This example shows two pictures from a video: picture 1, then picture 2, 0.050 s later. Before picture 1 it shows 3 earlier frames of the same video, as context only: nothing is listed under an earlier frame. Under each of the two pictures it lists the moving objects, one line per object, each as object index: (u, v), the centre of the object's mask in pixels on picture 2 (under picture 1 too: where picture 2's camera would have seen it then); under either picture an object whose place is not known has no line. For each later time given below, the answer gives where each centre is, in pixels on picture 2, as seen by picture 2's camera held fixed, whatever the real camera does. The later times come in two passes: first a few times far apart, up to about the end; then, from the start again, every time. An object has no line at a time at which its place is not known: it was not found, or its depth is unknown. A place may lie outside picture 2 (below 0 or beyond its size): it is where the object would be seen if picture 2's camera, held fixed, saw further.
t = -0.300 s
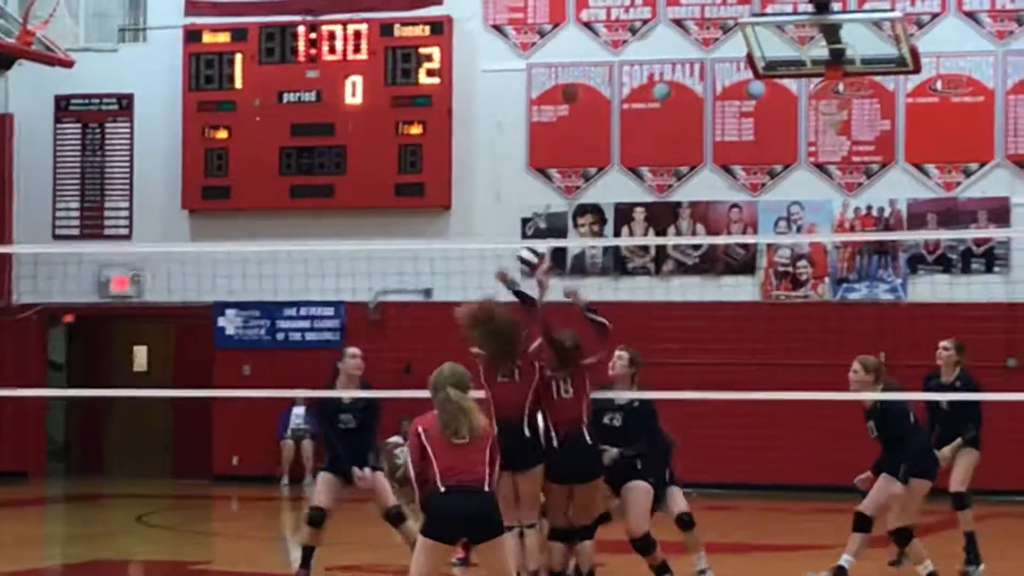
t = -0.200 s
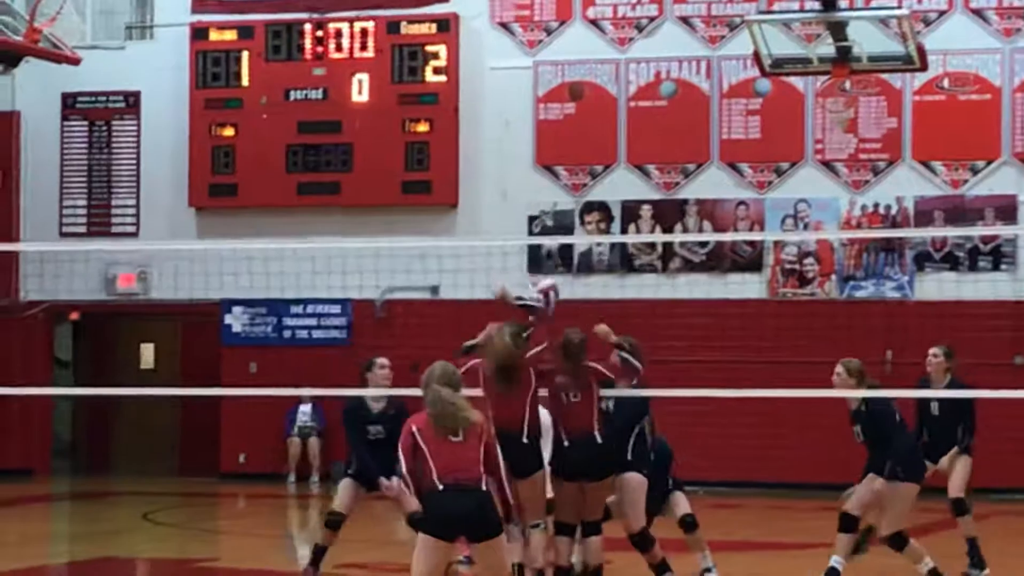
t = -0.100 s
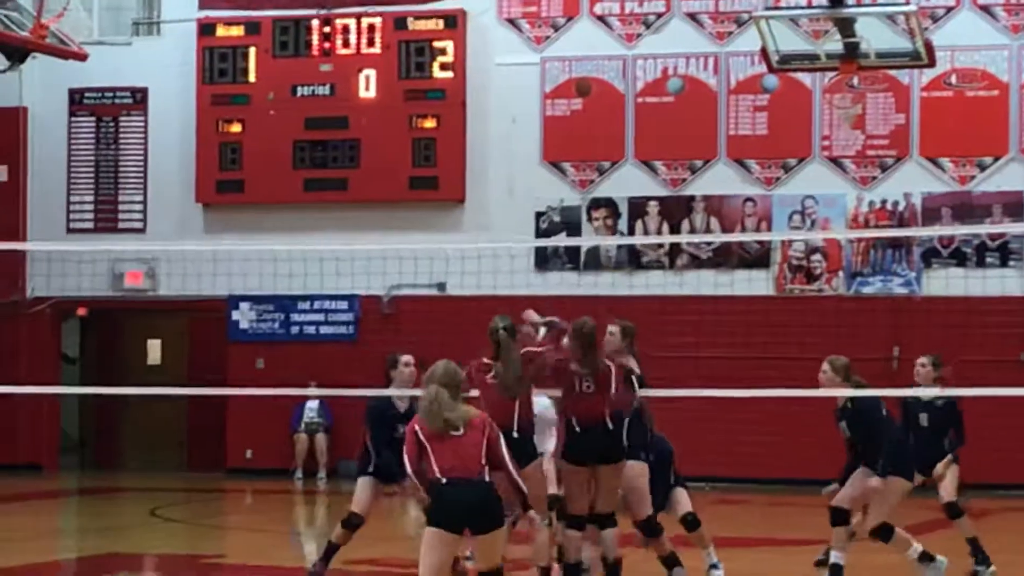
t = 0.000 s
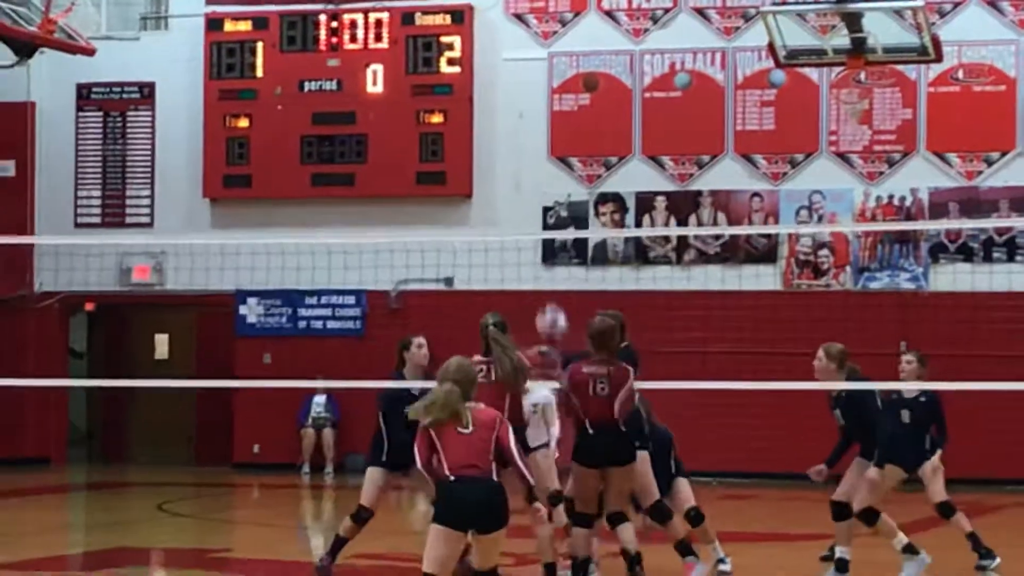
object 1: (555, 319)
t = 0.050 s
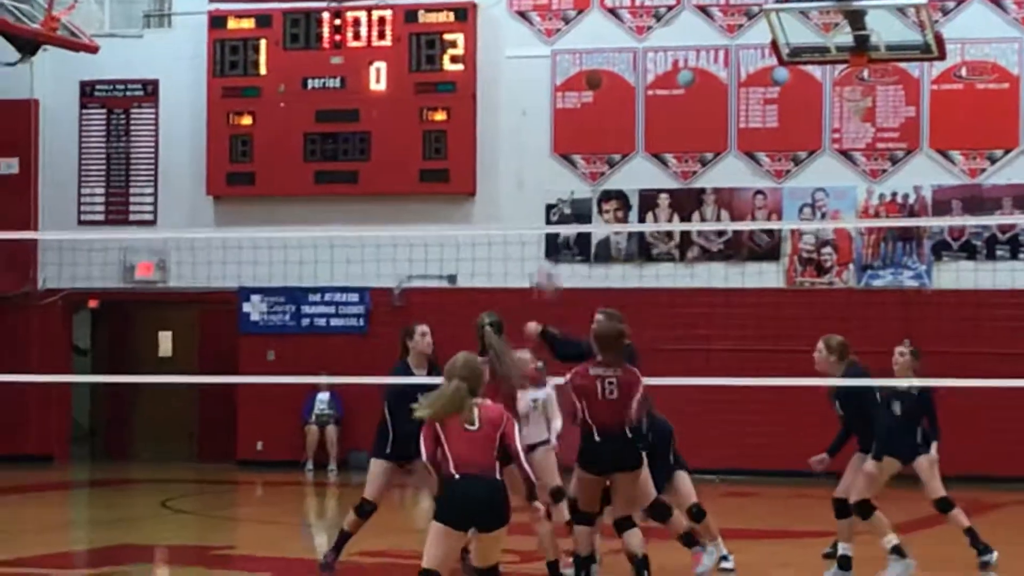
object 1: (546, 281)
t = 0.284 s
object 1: (505, 135)
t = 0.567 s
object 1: (456, 74)
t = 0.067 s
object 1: (543, 267)
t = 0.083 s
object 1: (540, 254)
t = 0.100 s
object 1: (537, 245)
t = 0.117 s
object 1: (531, 232)
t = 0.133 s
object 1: (527, 214)
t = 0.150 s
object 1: (527, 207)
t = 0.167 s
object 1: (525, 196)
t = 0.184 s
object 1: (522, 187)
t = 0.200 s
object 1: (519, 177)
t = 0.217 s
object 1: (515, 168)
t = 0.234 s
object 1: (513, 159)
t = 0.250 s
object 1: (510, 151)
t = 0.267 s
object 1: (507, 143)
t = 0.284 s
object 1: (505, 135)
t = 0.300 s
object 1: (502, 129)
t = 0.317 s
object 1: (499, 122)
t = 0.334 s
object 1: (496, 117)
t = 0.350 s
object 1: (493, 110)
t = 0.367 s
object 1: (491, 105)
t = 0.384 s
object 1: (487, 100)
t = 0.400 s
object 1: (484, 96)
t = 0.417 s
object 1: (482, 92)
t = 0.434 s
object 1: (479, 88)
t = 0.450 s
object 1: (476, 85)
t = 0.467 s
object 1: (472, 82)
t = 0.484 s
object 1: (470, 80)
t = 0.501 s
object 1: (468, 78)
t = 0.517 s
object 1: (464, 77)
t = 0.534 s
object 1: (461, 75)
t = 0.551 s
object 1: (459, 75)
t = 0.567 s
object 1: (456, 74)
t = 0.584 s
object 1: (453, 74)
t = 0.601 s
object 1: (450, 75)
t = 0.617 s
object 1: (447, 76)
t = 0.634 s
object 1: (444, 77)
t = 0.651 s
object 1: (441, 78)
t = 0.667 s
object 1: (439, 80)
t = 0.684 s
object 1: (435, 83)
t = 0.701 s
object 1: (432, 86)
